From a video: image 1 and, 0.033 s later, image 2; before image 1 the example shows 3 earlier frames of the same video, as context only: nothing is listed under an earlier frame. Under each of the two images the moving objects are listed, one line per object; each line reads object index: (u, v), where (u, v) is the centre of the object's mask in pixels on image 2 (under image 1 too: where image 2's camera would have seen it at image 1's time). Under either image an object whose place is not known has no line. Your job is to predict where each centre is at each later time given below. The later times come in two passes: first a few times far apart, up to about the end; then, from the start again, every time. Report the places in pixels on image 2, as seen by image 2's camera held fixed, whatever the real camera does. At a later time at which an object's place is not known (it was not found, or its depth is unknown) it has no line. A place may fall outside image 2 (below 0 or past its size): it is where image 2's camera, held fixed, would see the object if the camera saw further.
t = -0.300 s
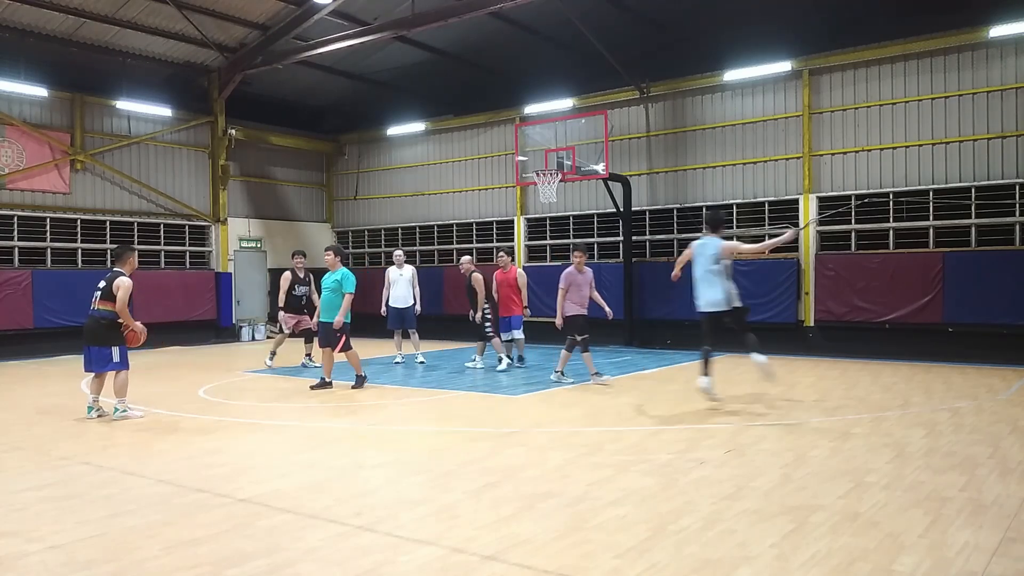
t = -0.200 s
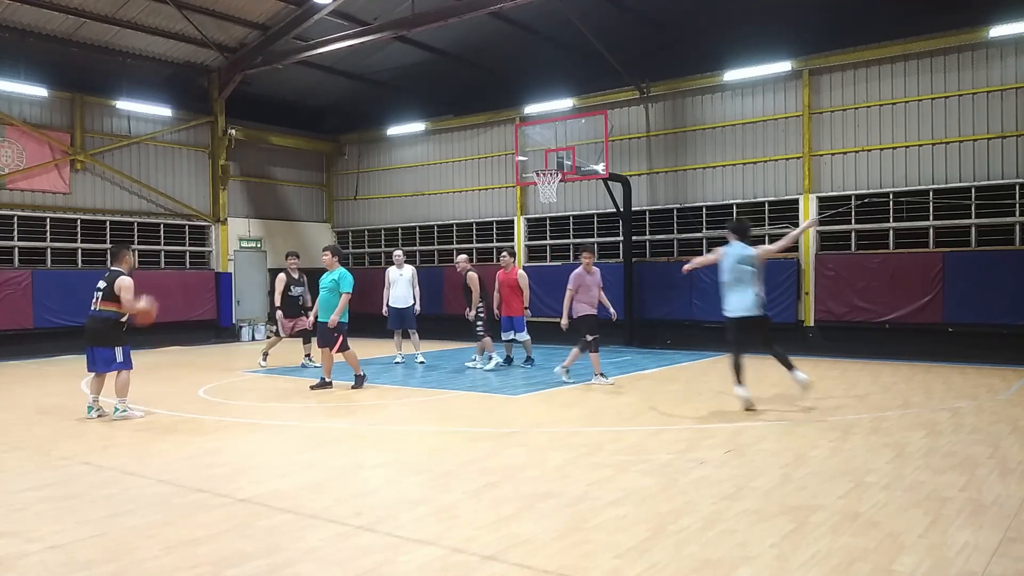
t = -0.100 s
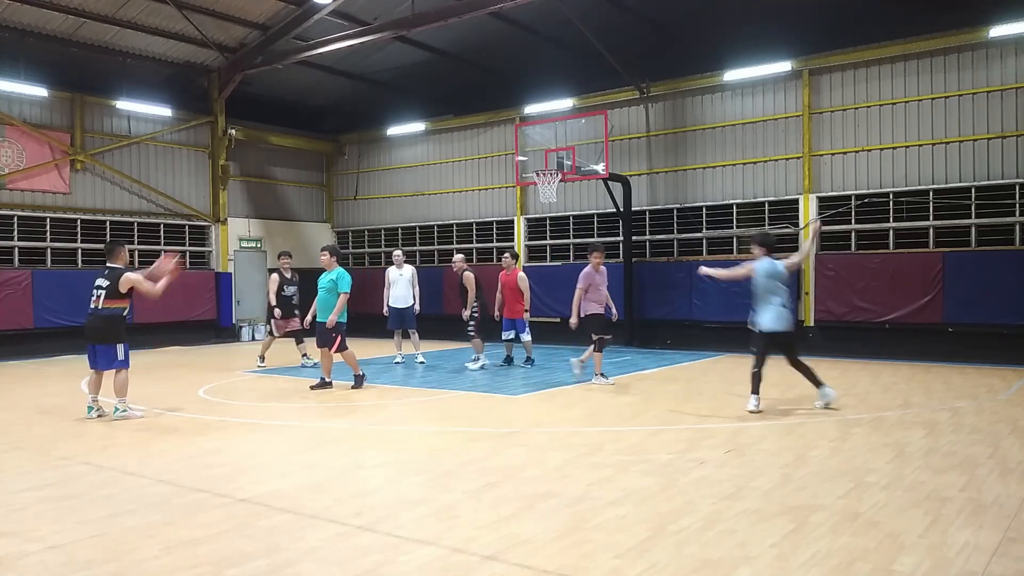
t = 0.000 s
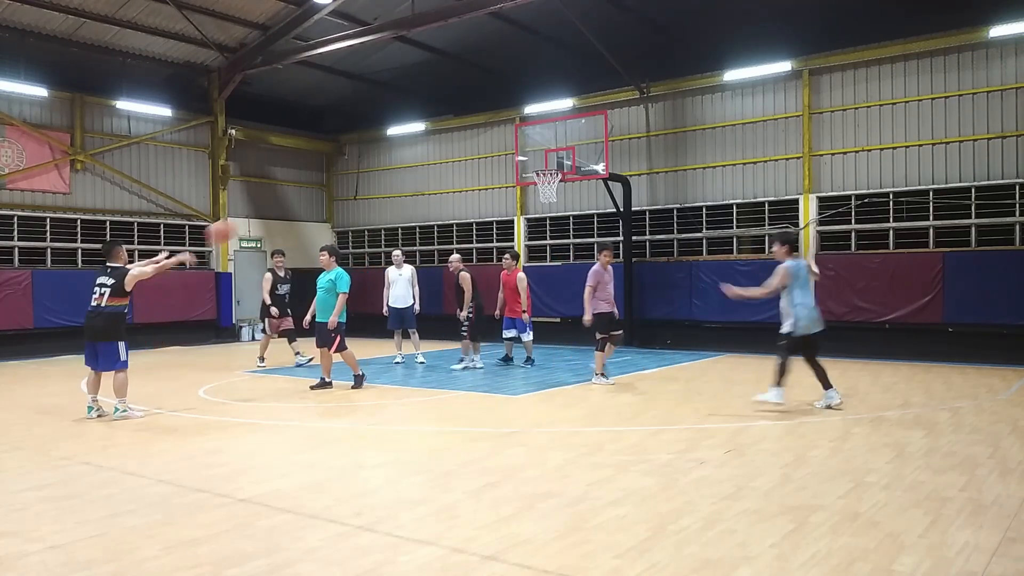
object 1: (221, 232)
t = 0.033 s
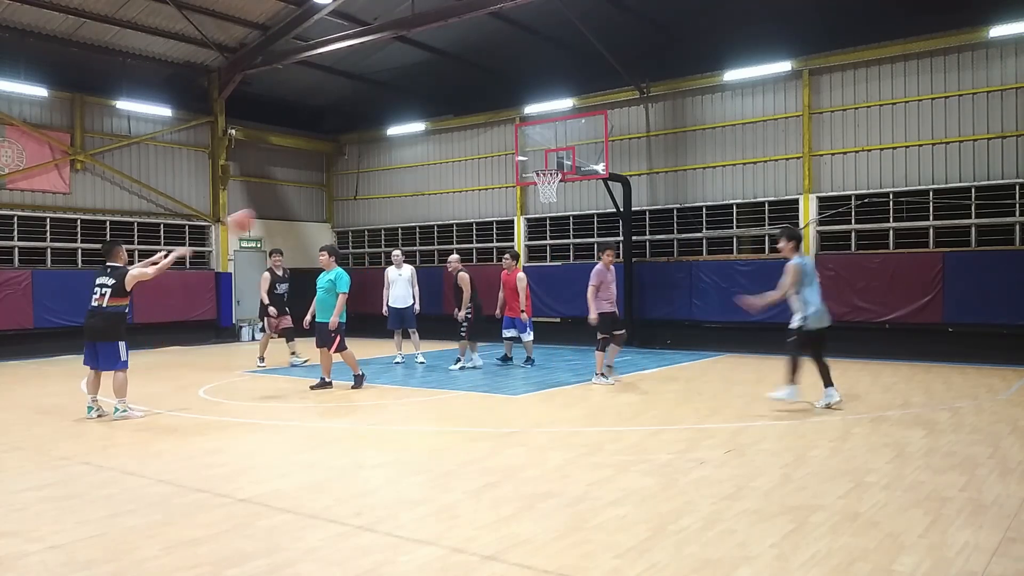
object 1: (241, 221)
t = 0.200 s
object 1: (324, 194)
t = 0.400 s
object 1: (408, 192)
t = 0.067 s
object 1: (260, 212)
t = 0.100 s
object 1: (275, 207)
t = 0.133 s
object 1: (292, 202)
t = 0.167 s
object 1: (308, 198)
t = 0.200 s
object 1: (324, 194)
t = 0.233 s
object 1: (339, 192)
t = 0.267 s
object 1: (354, 190)
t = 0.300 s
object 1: (368, 188)
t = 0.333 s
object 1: (381, 189)
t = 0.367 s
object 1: (396, 190)
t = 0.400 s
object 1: (408, 192)
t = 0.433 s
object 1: (421, 195)
